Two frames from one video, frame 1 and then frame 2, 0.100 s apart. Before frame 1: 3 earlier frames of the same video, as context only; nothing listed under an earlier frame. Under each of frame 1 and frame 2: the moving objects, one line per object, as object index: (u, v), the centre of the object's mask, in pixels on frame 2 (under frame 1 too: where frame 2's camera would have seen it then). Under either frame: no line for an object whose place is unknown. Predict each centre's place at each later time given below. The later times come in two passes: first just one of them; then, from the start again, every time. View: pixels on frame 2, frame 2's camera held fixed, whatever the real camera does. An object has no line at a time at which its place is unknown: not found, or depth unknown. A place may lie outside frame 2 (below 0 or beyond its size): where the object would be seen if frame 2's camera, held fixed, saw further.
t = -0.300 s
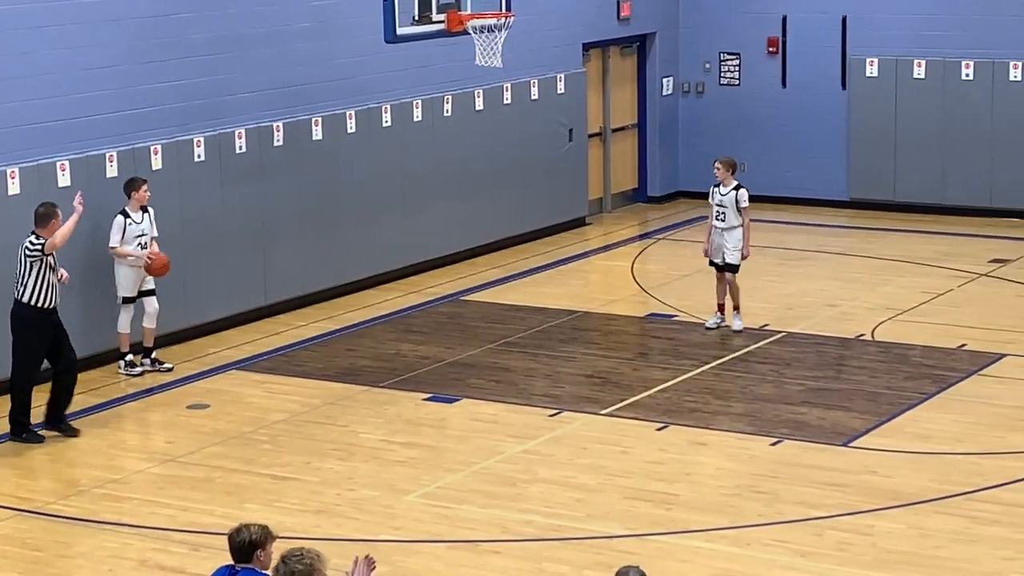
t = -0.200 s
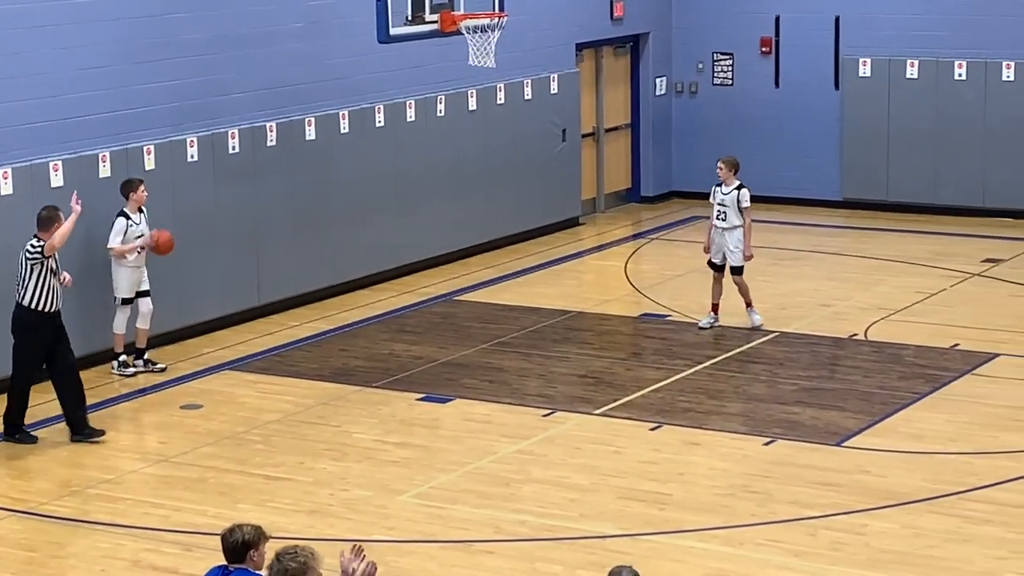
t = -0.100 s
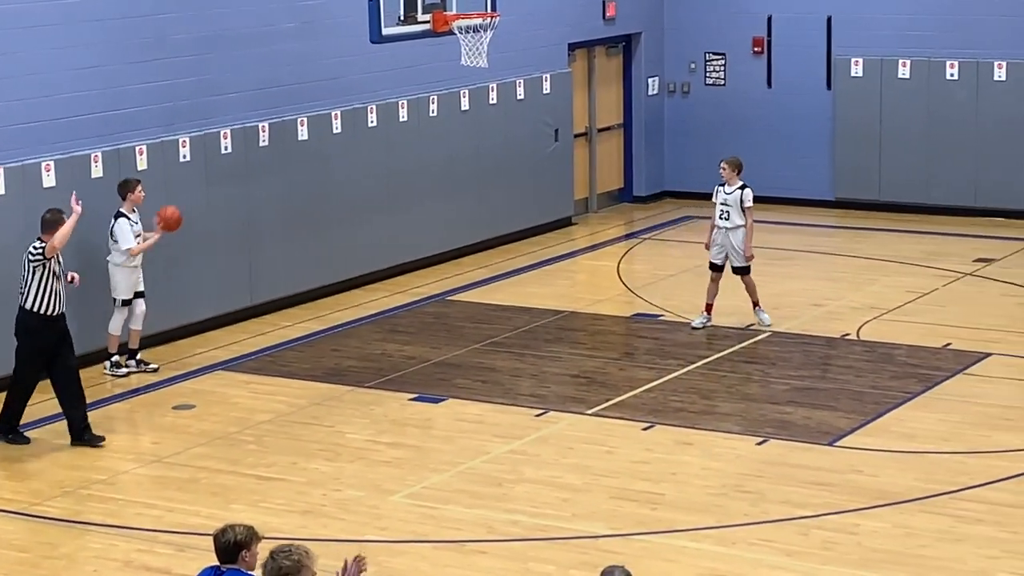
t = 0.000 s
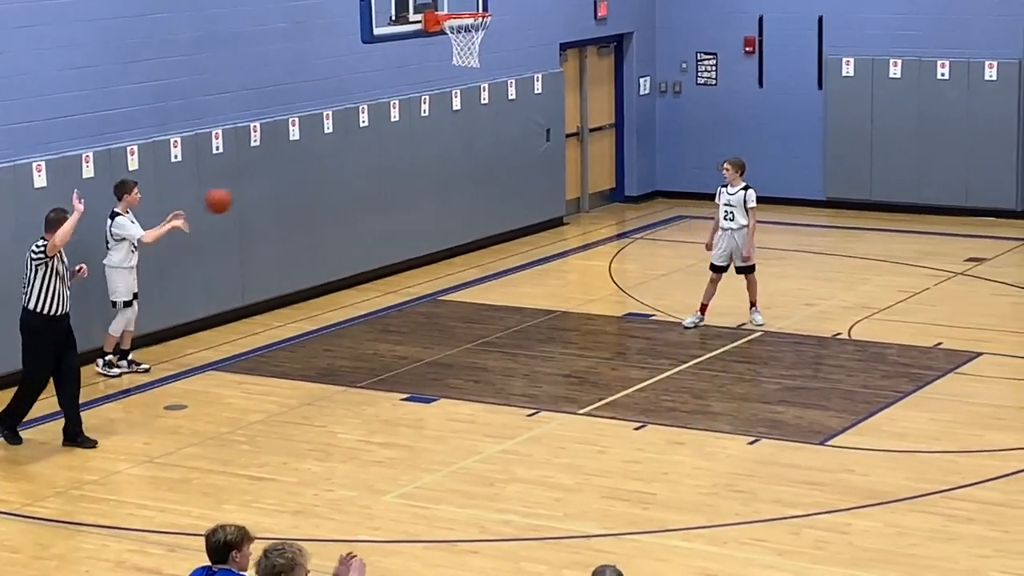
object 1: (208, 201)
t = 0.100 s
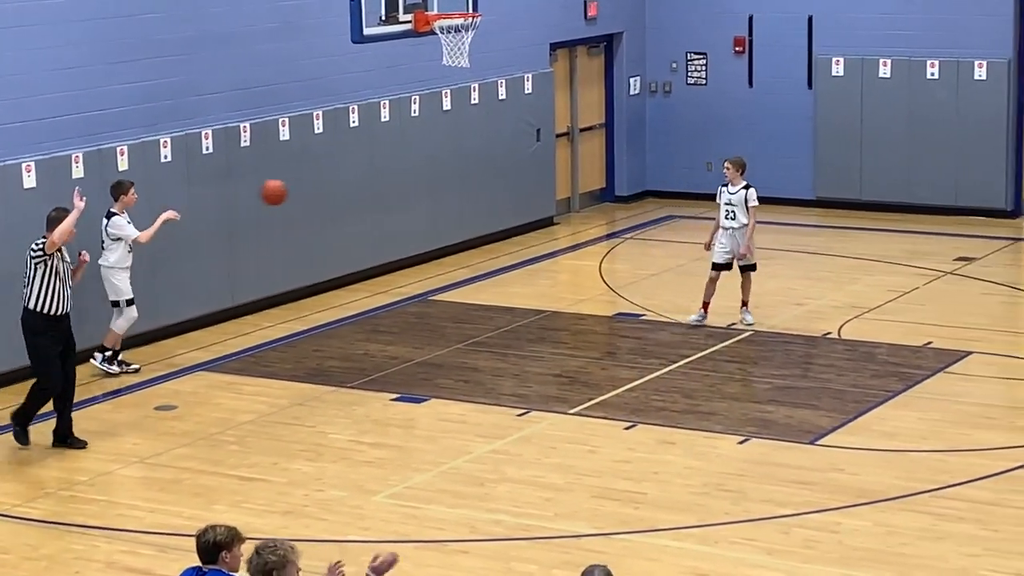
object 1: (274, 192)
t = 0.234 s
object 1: (360, 197)
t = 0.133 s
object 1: (295, 192)
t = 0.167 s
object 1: (317, 193)
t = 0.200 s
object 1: (338, 195)
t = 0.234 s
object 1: (360, 197)
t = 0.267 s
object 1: (381, 201)
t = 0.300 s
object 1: (403, 207)
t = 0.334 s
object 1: (423, 213)
